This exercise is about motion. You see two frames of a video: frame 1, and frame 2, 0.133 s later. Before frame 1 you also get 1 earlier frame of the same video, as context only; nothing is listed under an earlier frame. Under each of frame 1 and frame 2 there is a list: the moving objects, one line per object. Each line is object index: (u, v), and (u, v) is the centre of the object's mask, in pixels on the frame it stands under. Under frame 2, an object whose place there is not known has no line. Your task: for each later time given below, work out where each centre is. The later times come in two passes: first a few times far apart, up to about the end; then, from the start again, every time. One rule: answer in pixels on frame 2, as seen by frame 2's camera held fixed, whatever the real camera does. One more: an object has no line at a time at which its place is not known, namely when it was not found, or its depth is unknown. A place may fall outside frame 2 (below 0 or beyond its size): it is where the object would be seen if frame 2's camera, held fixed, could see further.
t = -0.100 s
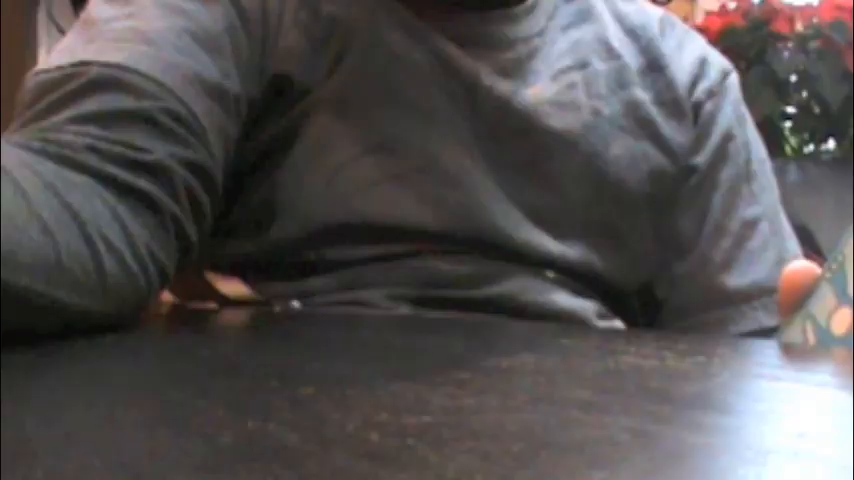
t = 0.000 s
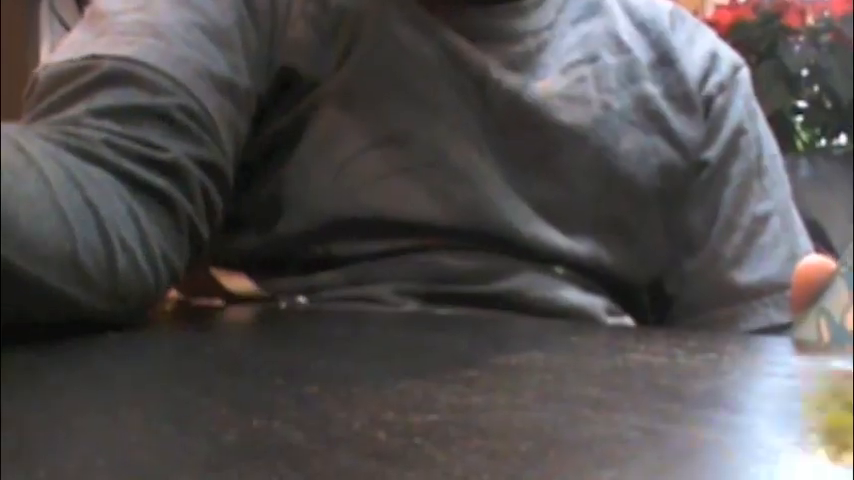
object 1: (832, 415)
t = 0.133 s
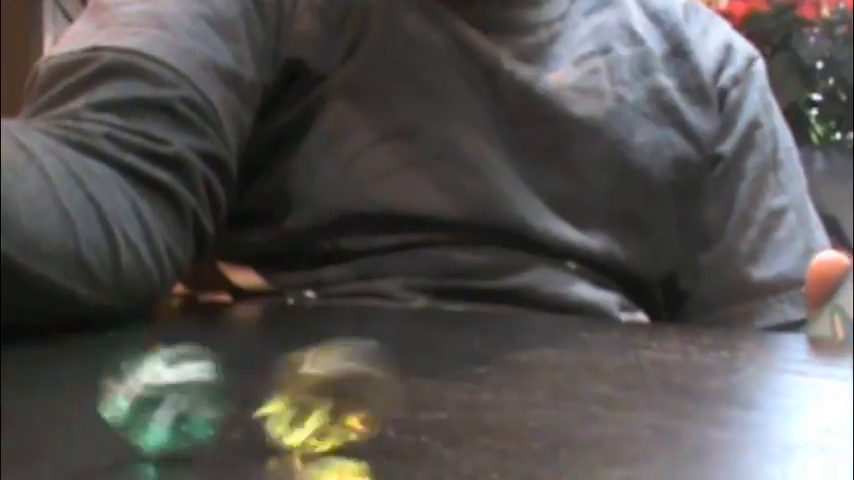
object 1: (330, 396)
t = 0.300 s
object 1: (394, 353)
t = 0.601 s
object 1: (508, 330)
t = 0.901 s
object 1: (455, 318)
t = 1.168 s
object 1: (357, 322)
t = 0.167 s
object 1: (296, 387)
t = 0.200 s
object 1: (322, 377)
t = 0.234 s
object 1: (350, 364)
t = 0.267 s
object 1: (376, 364)
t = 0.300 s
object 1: (394, 353)
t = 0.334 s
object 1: (411, 345)
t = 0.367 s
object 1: (426, 335)
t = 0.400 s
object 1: (440, 340)
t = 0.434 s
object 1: (456, 337)
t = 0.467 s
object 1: (470, 335)
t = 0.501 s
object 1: (483, 334)
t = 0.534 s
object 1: (493, 330)
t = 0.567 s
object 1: (502, 331)
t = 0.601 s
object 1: (508, 330)
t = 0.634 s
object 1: (512, 325)
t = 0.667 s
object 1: (513, 324)
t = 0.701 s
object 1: (511, 325)
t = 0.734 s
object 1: (505, 322)
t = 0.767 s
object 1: (497, 322)
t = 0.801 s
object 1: (488, 320)
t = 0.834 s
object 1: (478, 322)
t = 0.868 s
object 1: (467, 320)
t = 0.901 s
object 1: (455, 318)
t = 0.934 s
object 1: (443, 319)
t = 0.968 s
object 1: (431, 319)
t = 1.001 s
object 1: (419, 320)
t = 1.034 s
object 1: (406, 323)
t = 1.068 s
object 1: (394, 320)
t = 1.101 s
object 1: (381, 320)
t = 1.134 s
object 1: (370, 321)
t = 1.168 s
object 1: (357, 322)
